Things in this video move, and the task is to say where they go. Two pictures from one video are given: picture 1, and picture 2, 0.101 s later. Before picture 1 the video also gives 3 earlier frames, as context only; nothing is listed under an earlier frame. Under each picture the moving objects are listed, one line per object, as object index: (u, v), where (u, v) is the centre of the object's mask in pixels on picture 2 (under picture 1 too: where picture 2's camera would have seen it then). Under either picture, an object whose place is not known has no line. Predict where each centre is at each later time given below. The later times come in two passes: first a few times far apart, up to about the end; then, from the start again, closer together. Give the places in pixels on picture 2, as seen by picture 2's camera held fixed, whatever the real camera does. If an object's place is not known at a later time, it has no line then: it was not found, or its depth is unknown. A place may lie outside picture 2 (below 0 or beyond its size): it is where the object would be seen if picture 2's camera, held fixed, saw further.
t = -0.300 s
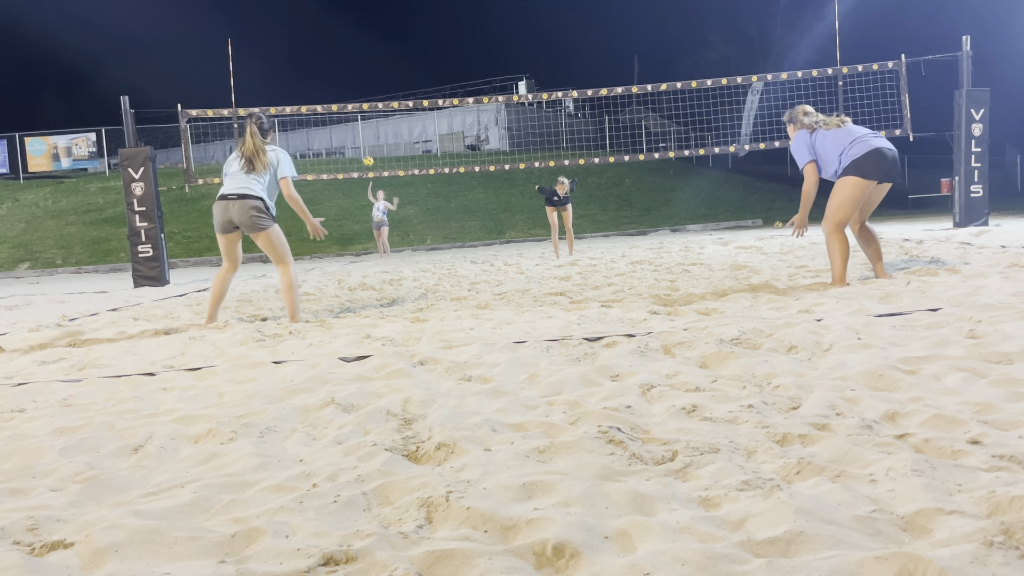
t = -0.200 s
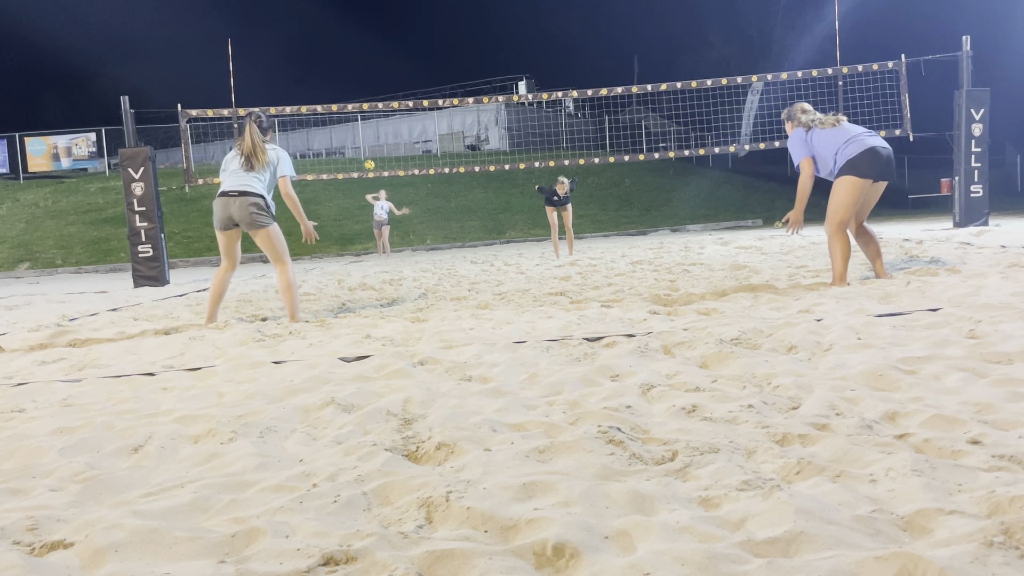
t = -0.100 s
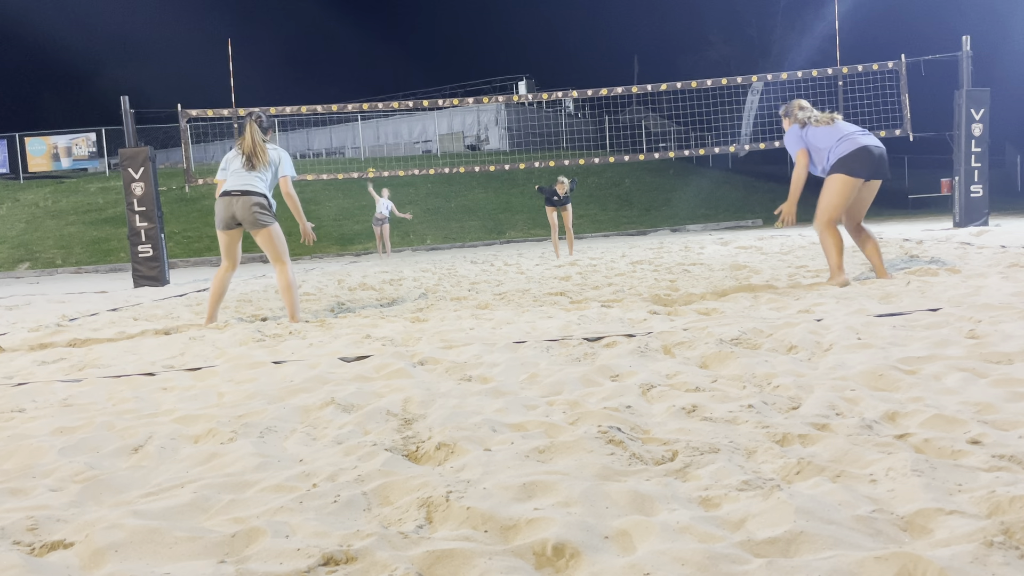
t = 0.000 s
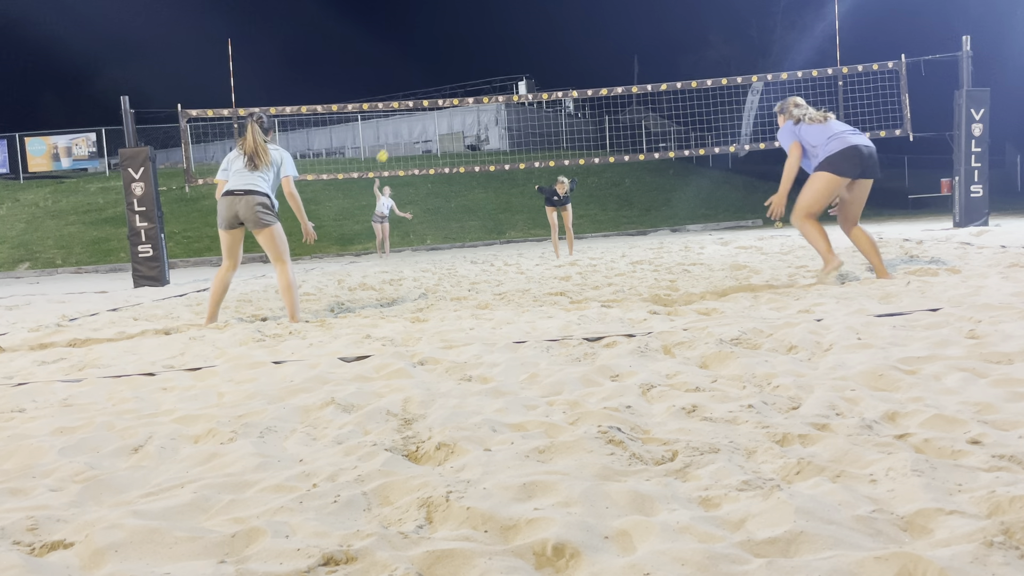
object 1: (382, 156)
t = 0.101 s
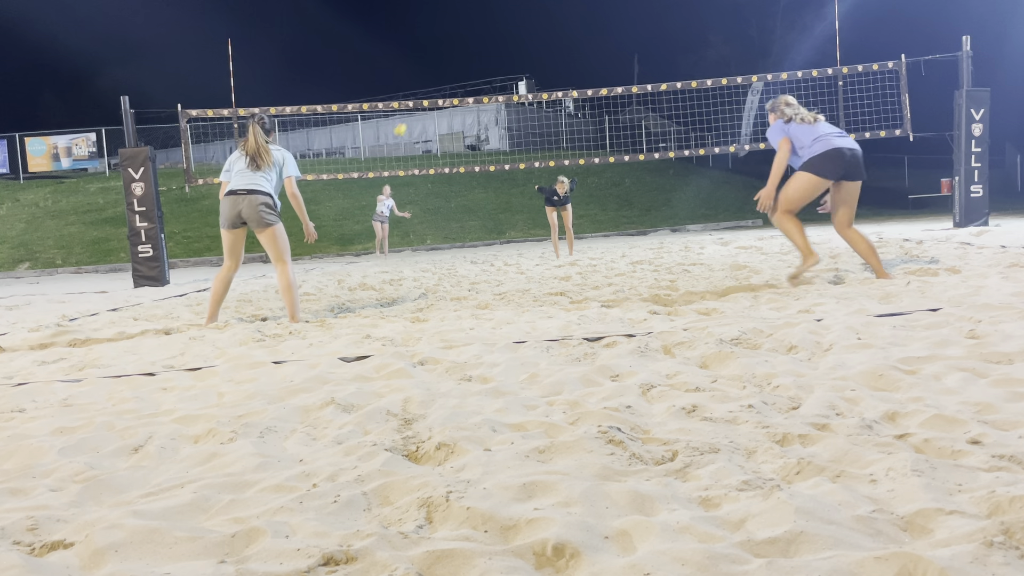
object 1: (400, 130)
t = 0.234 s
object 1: (428, 96)
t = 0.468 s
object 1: (495, 59)
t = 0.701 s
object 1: (594, 51)
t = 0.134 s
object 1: (407, 121)
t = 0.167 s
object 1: (414, 113)
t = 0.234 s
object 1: (428, 96)
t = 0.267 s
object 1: (436, 90)
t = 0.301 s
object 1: (445, 84)
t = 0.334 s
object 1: (454, 78)
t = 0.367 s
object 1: (463, 72)
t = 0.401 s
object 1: (473, 68)
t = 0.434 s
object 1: (484, 63)
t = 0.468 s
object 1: (495, 59)
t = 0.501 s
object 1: (506, 56)
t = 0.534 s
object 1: (519, 54)
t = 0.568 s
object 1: (532, 52)
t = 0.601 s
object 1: (546, 51)
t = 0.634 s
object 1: (561, 50)
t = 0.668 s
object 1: (577, 50)
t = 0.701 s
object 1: (594, 51)
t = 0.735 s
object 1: (612, 54)
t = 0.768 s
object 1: (631, 57)
